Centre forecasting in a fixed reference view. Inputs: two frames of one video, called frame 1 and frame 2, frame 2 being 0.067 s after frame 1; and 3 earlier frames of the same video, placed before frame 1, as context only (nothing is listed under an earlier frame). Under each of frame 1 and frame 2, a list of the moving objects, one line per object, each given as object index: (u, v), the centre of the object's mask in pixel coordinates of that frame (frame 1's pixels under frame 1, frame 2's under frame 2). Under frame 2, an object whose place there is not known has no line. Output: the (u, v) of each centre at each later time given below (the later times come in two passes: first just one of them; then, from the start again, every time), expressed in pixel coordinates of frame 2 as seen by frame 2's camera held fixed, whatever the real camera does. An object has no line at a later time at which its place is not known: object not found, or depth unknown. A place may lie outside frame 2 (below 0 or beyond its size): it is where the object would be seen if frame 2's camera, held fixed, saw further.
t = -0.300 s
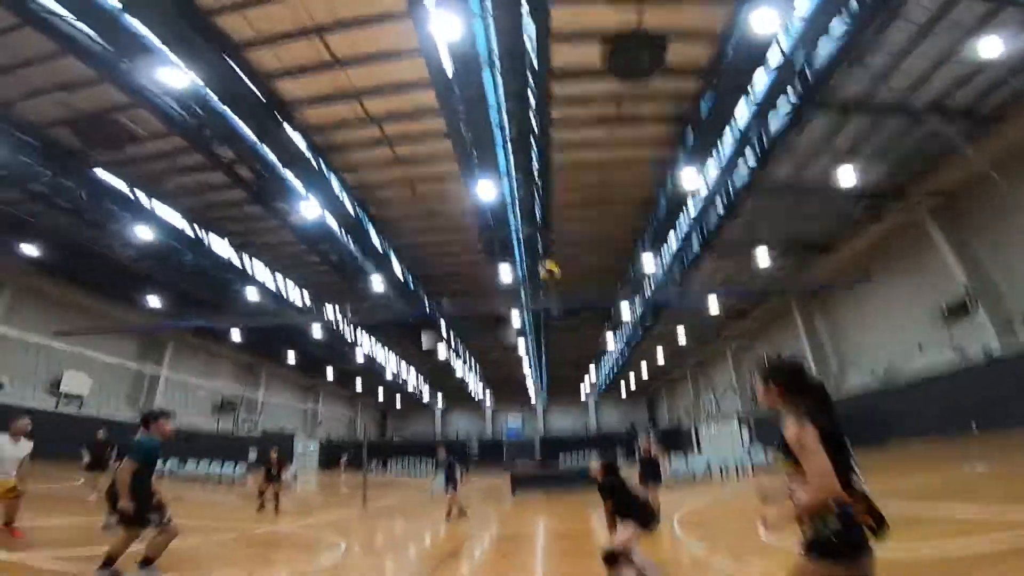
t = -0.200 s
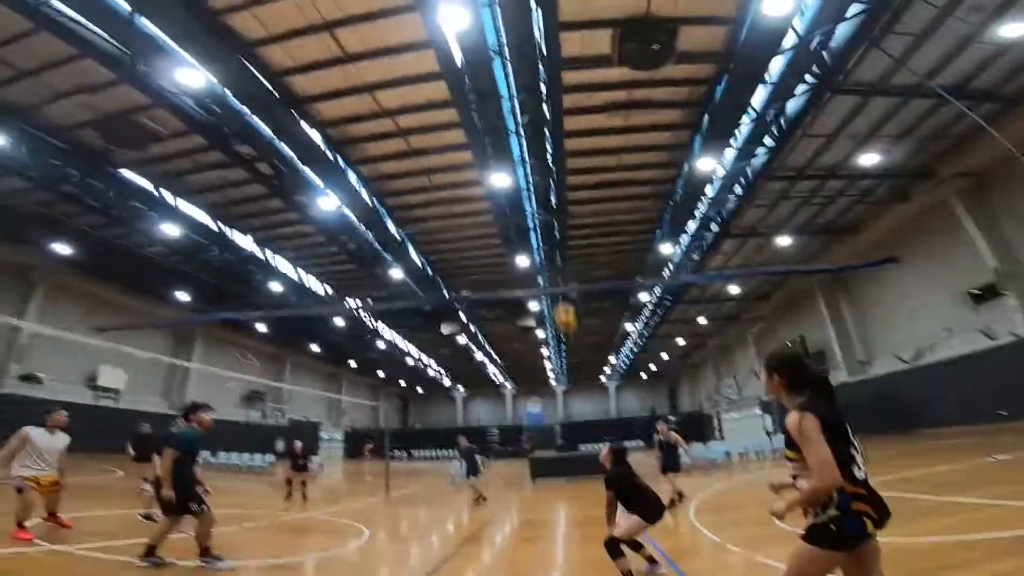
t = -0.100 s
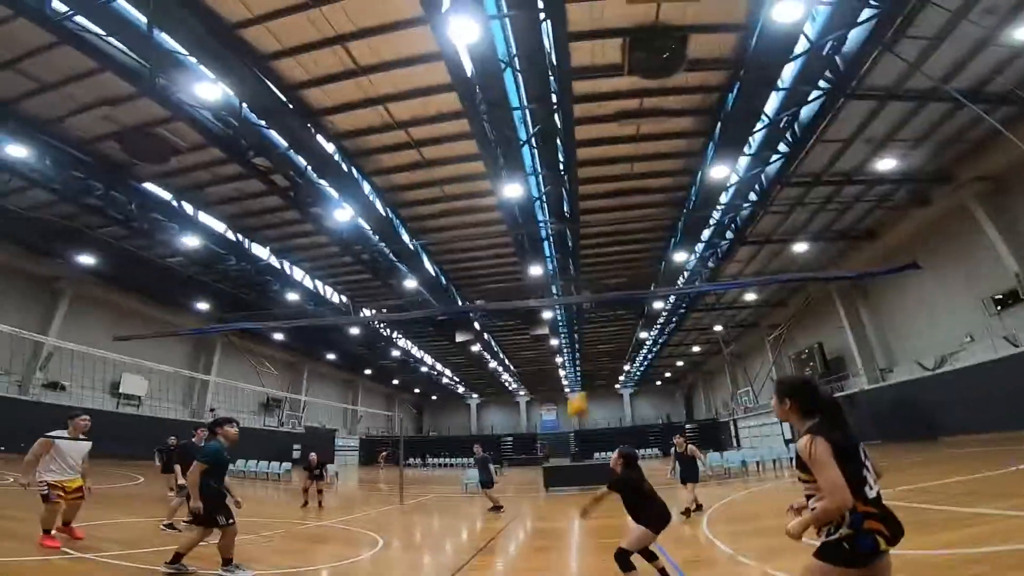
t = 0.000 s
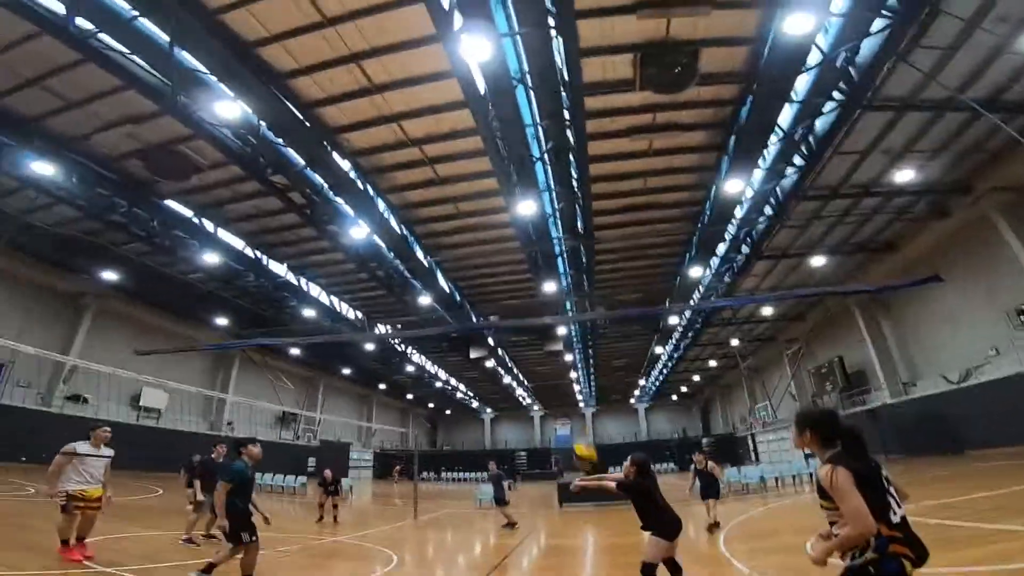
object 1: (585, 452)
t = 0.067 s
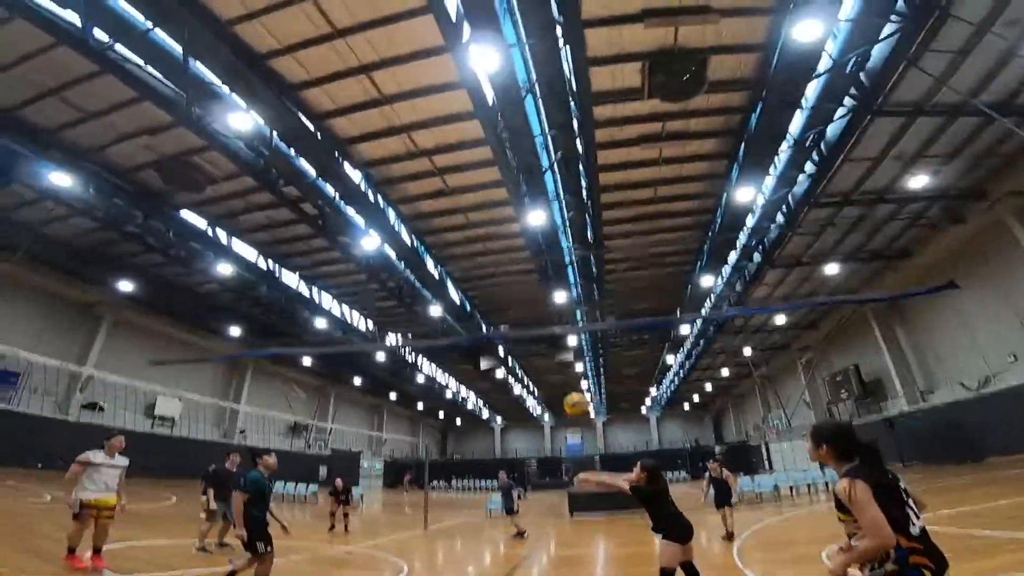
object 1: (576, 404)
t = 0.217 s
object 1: (536, 285)
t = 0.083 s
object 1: (571, 391)
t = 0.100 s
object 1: (567, 376)
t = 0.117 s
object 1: (562, 362)
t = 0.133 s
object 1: (556, 349)
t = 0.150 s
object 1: (551, 337)
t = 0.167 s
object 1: (548, 324)
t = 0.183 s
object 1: (543, 311)
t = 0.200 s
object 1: (539, 298)
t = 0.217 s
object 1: (536, 285)
